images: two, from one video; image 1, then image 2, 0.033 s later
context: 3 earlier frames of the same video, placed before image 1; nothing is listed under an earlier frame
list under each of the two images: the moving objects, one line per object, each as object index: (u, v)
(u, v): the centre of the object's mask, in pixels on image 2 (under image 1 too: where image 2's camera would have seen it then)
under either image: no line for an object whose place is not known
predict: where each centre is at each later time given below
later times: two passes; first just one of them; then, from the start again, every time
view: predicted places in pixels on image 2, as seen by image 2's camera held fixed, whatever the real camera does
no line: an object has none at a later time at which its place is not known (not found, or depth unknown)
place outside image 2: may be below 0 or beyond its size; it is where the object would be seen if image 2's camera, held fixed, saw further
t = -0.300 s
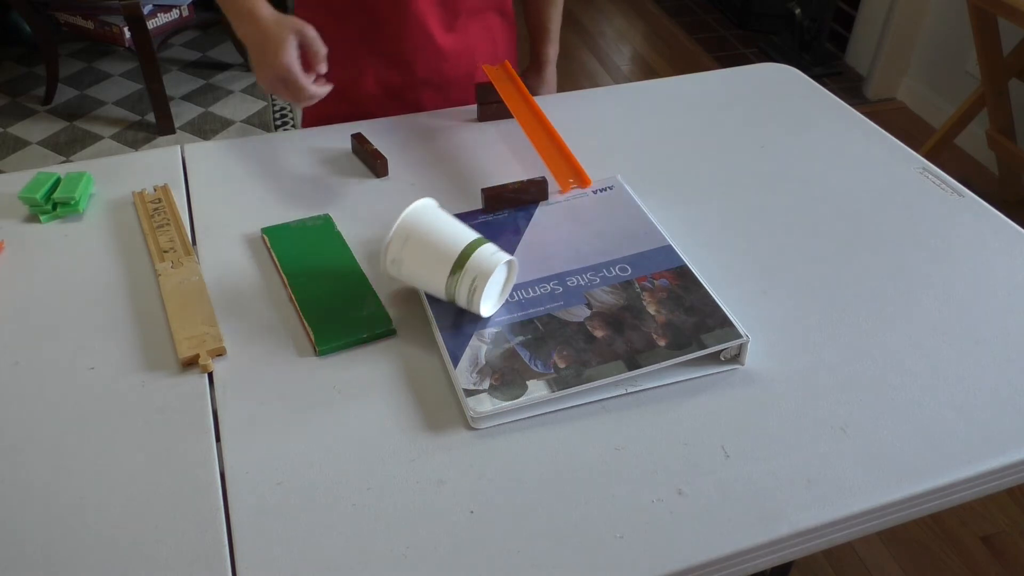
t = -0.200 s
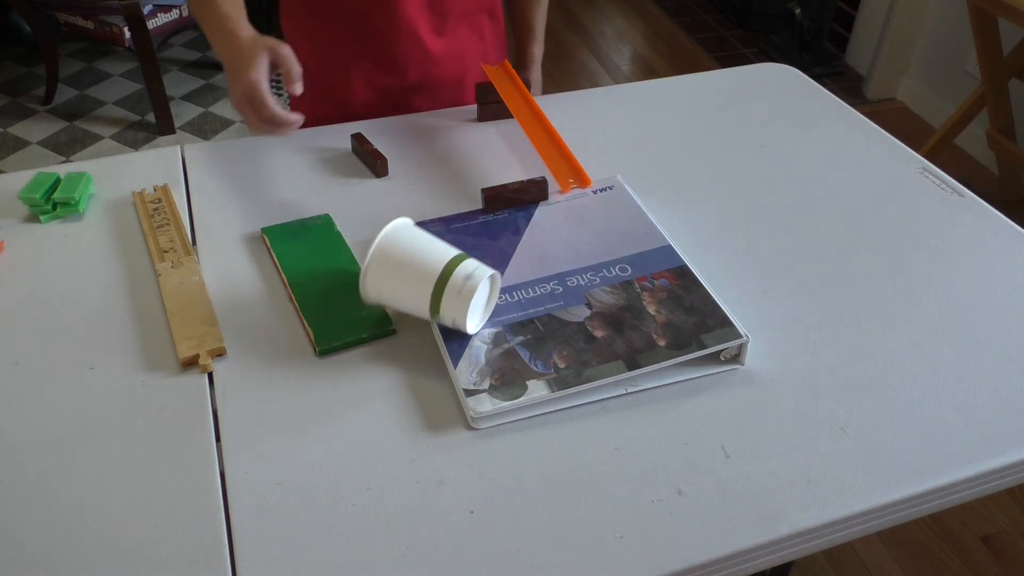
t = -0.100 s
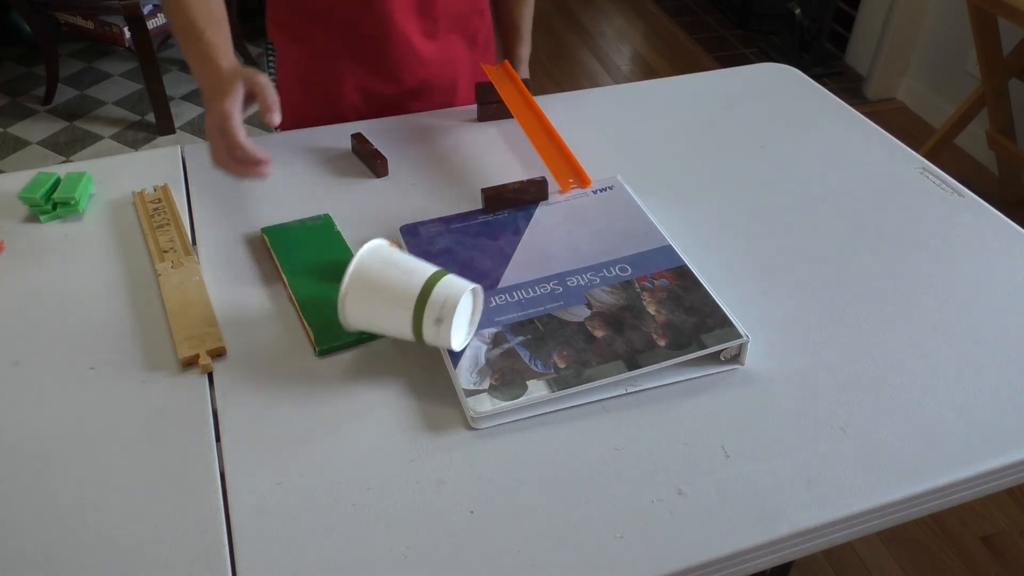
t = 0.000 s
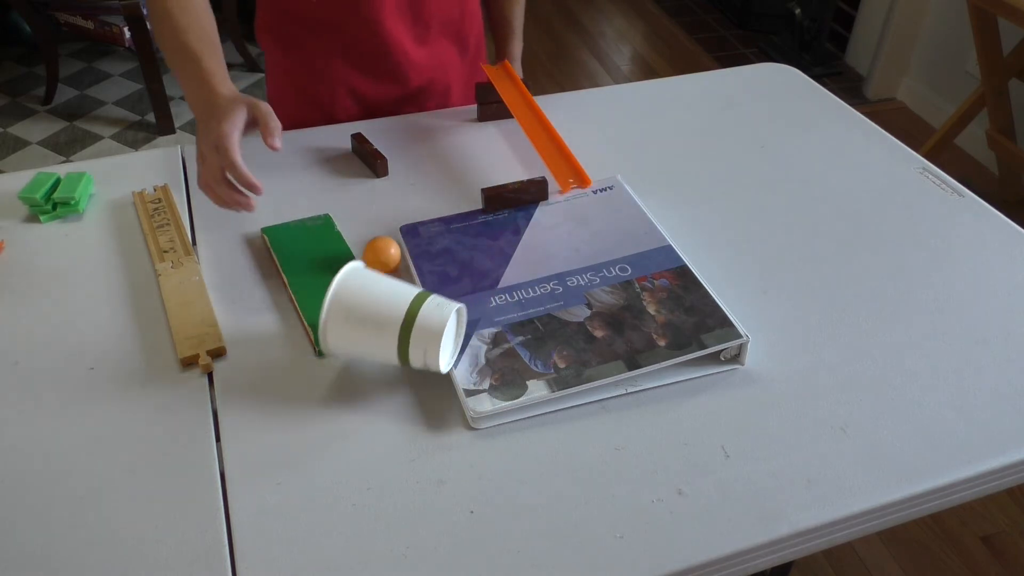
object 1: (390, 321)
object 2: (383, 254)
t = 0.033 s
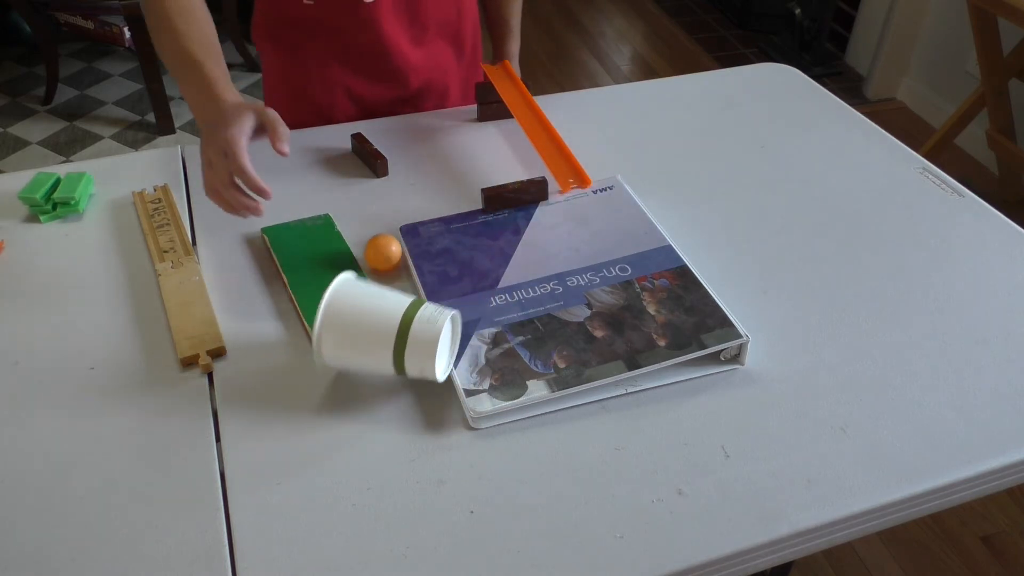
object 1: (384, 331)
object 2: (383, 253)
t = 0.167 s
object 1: (364, 379)
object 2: (381, 244)
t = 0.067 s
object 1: (379, 343)
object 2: (384, 250)
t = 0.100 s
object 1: (375, 358)
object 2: (383, 248)
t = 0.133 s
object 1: (369, 368)
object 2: (382, 246)
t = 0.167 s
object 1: (364, 379)
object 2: (381, 244)
